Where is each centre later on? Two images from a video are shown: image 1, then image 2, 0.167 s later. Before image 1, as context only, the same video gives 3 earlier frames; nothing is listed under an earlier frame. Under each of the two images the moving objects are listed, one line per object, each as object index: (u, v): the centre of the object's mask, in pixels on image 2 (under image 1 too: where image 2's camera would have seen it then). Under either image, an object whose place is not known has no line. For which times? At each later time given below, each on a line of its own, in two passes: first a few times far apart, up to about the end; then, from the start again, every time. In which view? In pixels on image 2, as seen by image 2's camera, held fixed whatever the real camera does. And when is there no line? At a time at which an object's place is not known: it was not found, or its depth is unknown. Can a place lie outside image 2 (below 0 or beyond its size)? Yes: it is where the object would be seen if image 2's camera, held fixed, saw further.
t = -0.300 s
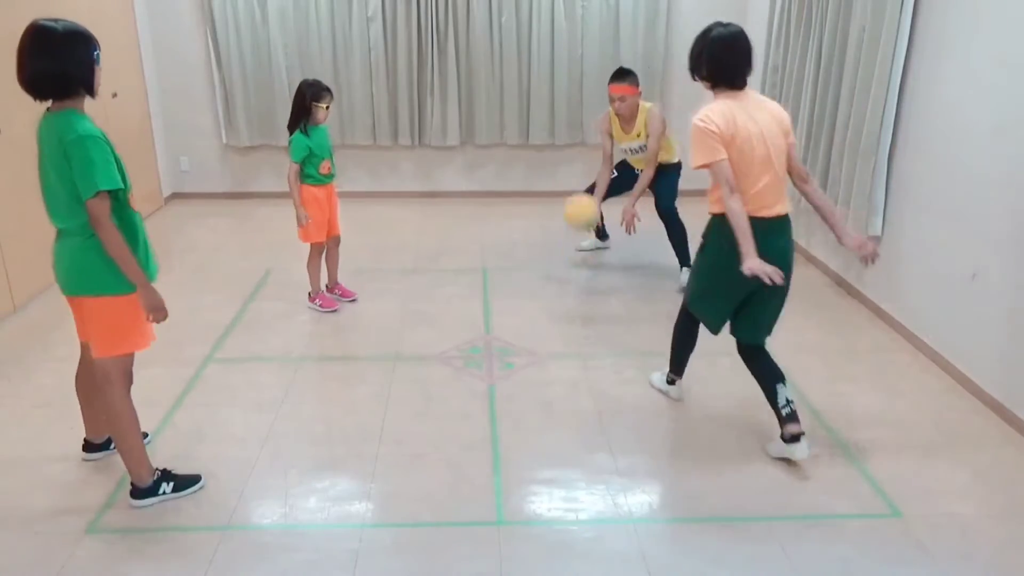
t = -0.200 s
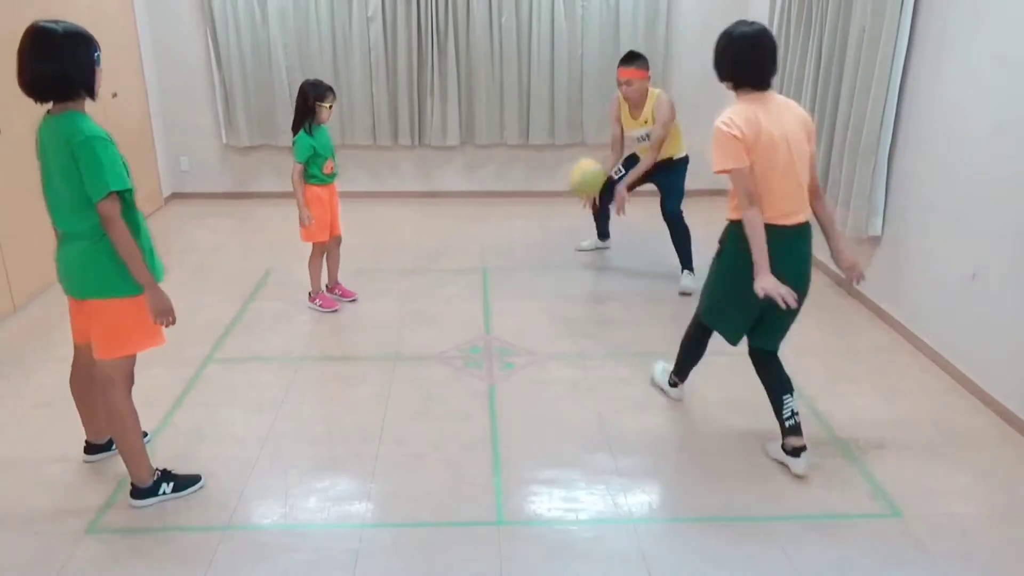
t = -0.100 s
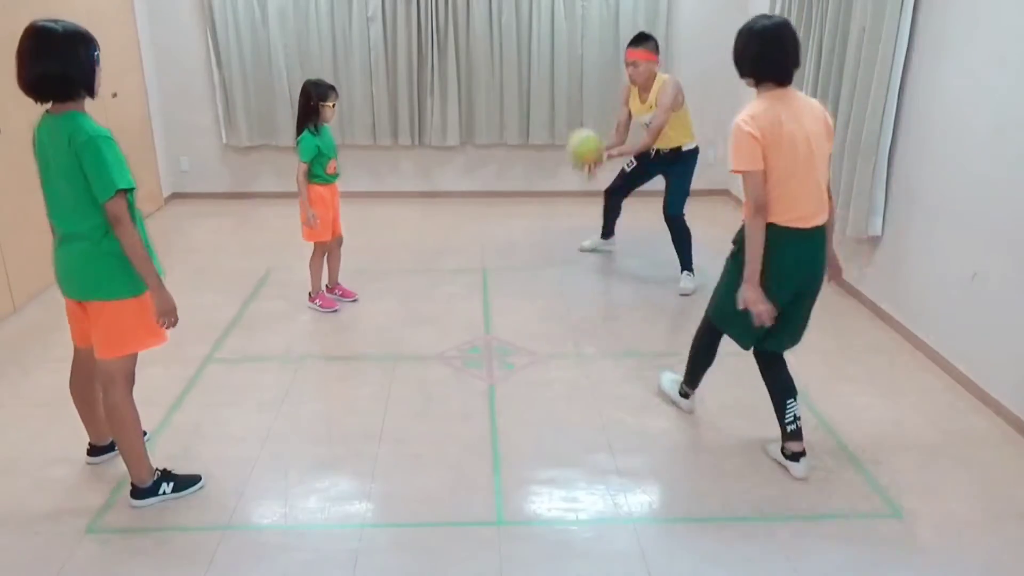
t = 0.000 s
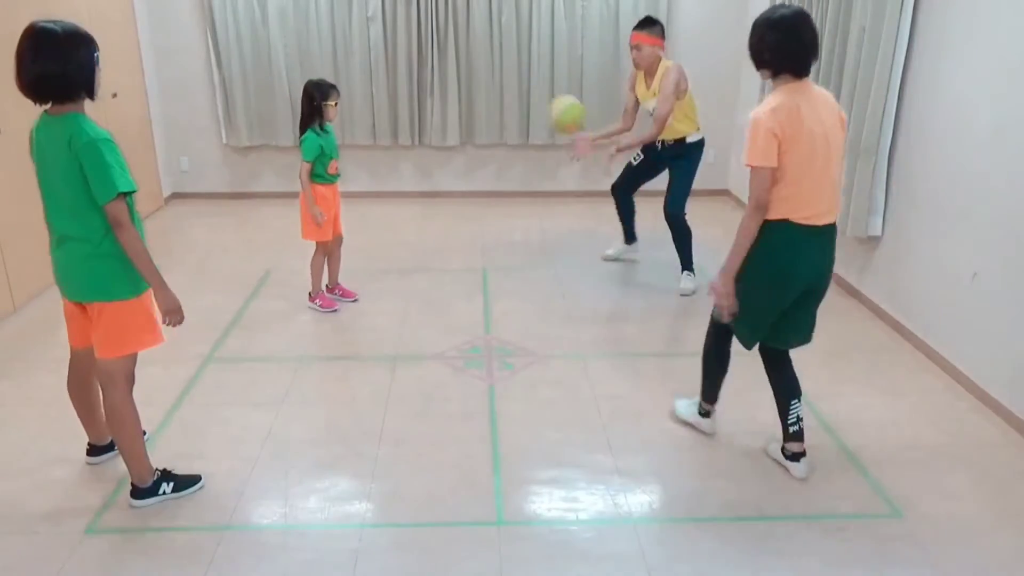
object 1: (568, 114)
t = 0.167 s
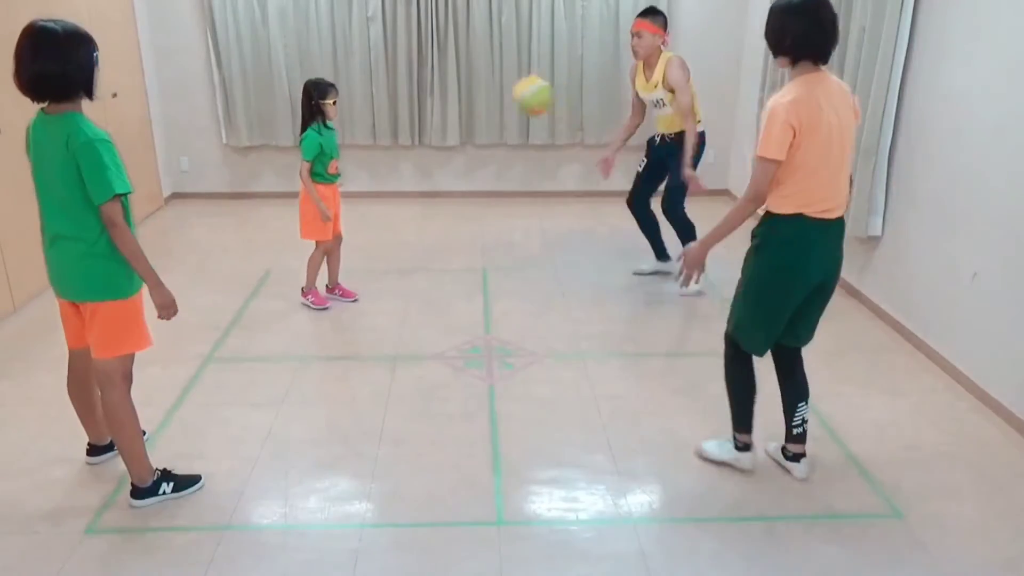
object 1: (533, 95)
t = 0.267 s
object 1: (510, 110)
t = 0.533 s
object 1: (450, 245)
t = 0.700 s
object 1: (422, 276)
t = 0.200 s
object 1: (525, 98)
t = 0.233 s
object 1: (517, 104)
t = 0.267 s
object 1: (510, 110)
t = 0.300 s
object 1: (502, 120)
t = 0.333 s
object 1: (494, 131)
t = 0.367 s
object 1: (487, 144)
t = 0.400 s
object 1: (479, 160)
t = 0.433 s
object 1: (472, 178)
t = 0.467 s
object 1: (465, 198)
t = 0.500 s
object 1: (457, 220)
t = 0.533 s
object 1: (450, 245)
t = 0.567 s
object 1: (443, 272)
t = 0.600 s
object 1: (436, 297)
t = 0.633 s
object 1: (430, 318)
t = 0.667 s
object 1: (426, 294)
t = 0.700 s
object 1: (422, 276)
